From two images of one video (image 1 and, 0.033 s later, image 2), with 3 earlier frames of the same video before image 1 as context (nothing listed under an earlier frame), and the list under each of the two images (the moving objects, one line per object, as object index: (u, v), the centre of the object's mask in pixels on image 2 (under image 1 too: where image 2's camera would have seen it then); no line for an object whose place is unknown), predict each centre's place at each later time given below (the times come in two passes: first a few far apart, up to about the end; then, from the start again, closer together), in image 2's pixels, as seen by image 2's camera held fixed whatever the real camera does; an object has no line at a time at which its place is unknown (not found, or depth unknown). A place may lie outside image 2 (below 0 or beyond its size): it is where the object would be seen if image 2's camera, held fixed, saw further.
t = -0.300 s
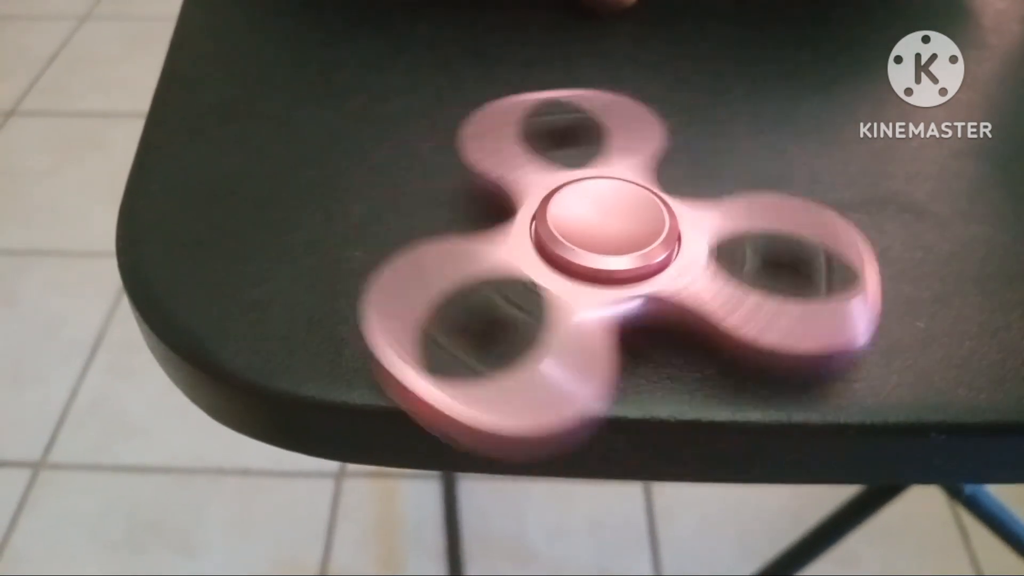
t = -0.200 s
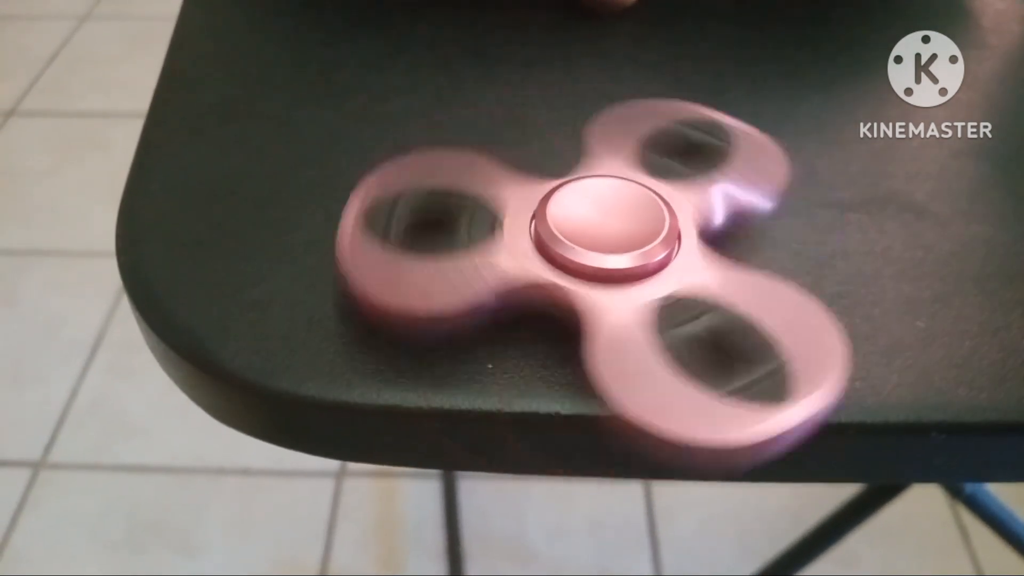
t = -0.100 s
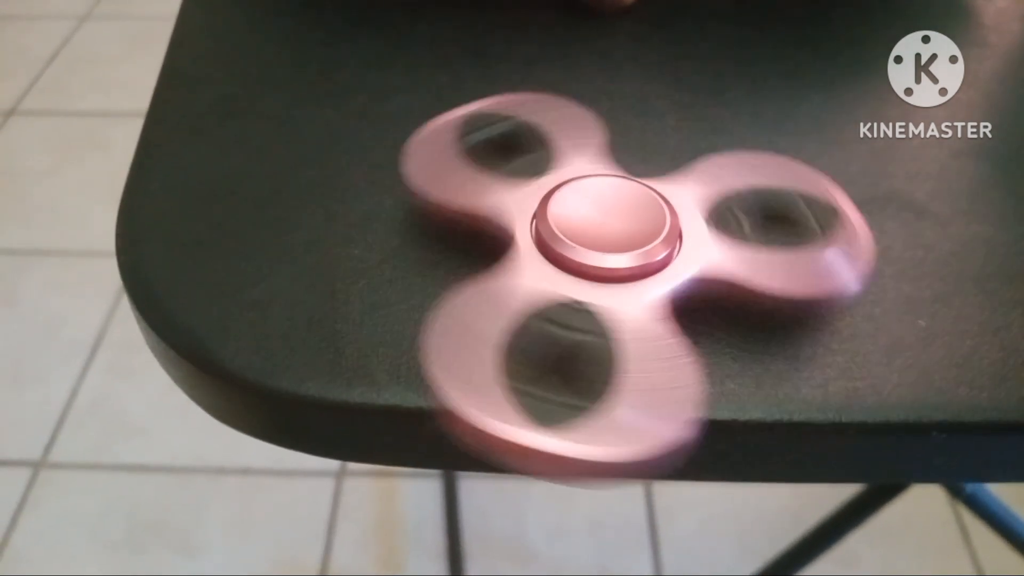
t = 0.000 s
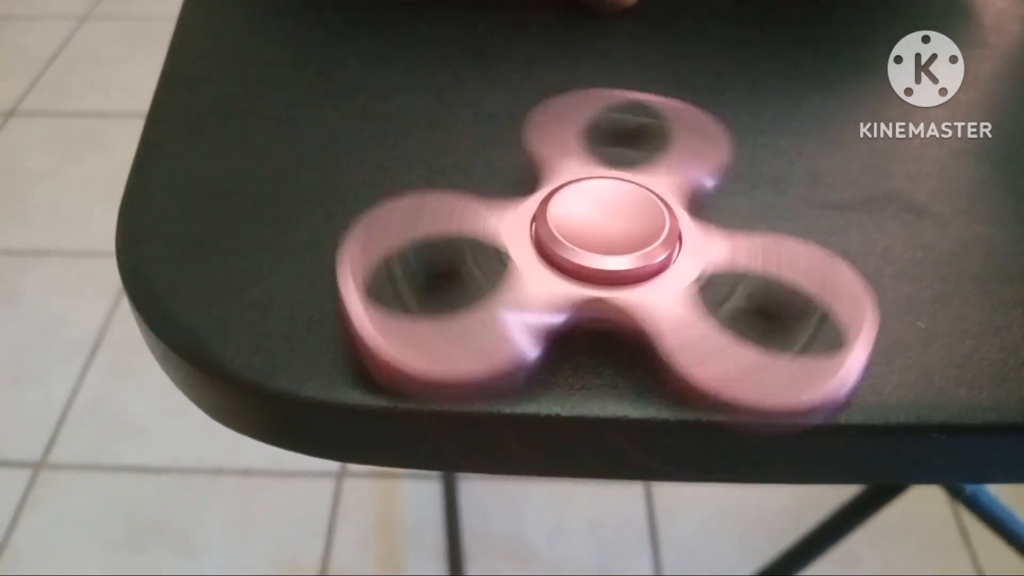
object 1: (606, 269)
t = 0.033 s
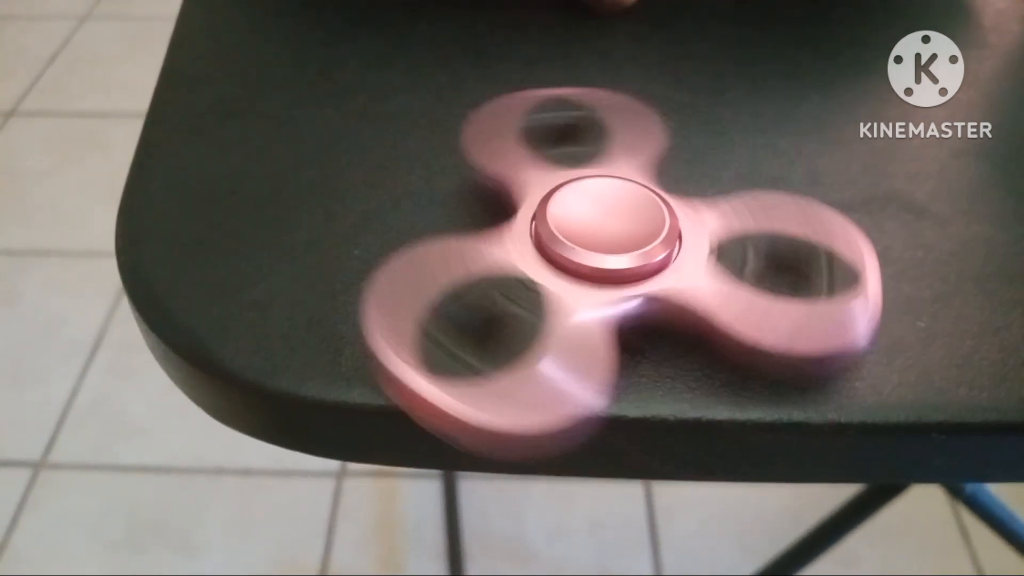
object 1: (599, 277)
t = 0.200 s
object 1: (598, 278)
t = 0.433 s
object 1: (618, 280)
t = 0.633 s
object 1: (619, 279)
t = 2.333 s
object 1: (607, 270)
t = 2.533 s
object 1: (599, 276)
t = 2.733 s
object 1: (604, 280)
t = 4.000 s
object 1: (619, 275)
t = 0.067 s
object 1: (604, 280)
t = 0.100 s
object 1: (615, 278)
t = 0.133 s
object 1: (616, 272)
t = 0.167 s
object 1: (604, 269)
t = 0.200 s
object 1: (598, 278)
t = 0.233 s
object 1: (603, 282)
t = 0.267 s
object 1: (615, 281)
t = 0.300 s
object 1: (618, 275)
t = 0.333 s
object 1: (606, 271)
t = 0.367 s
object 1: (600, 278)
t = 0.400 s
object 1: (605, 282)
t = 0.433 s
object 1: (618, 280)
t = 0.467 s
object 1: (620, 274)
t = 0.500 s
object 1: (608, 271)
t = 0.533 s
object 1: (602, 280)
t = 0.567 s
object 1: (605, 284)
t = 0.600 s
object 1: (616, 283)
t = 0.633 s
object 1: (619, 279)
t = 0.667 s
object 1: (607, 276)
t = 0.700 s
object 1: (601, 282)
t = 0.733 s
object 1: (604, 284)
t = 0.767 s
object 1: (616, 282)
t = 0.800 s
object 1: (619, 278)
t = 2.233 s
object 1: (609, 280)
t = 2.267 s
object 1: (619, 278)
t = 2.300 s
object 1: (619, 272)
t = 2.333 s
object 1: (607, 270)
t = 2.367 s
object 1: (600, 278)
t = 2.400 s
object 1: (607, 282)
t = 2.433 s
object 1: (617, 279)
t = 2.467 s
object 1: (618, 273)
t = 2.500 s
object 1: (606, 270)
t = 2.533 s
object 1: (599, 276)
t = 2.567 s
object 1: (605, 280)
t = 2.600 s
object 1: (616, 278)
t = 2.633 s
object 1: (620, 273)
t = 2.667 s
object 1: (608, 268)
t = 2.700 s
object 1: (601, 275)
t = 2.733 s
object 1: (604, 280)
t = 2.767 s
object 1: (616, 280)
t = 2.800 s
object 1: (620, 274)
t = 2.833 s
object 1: (611, 267)
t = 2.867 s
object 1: (602, 272)
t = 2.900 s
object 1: (604, 278)
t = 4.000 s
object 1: (619, 275)
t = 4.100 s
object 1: (602, 281)
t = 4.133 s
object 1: (613, 281)
